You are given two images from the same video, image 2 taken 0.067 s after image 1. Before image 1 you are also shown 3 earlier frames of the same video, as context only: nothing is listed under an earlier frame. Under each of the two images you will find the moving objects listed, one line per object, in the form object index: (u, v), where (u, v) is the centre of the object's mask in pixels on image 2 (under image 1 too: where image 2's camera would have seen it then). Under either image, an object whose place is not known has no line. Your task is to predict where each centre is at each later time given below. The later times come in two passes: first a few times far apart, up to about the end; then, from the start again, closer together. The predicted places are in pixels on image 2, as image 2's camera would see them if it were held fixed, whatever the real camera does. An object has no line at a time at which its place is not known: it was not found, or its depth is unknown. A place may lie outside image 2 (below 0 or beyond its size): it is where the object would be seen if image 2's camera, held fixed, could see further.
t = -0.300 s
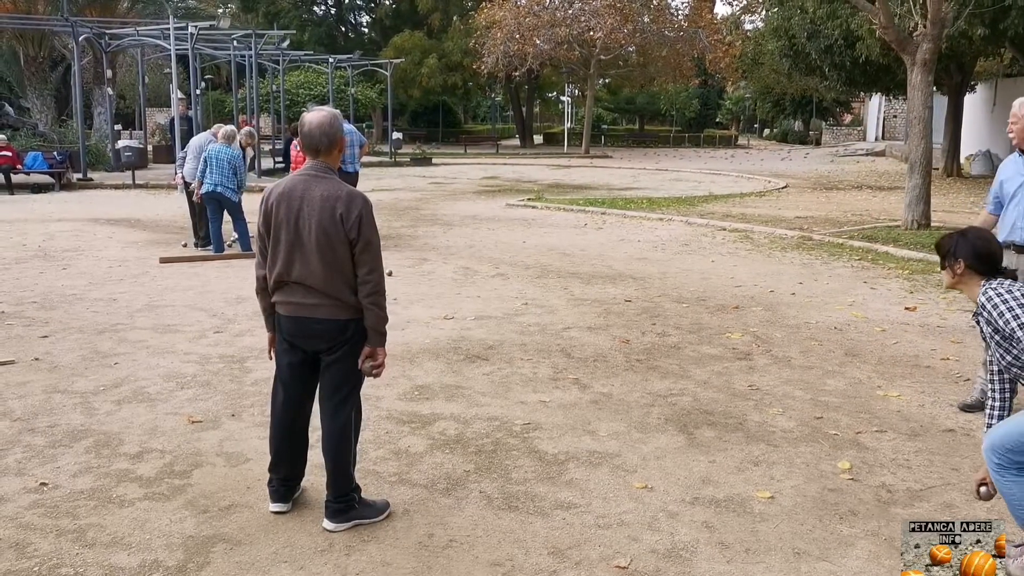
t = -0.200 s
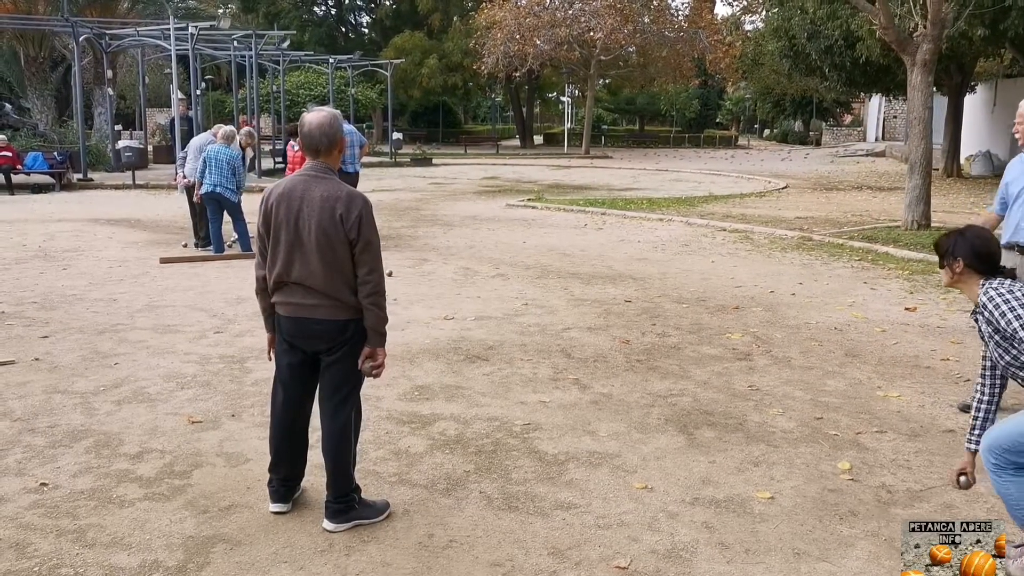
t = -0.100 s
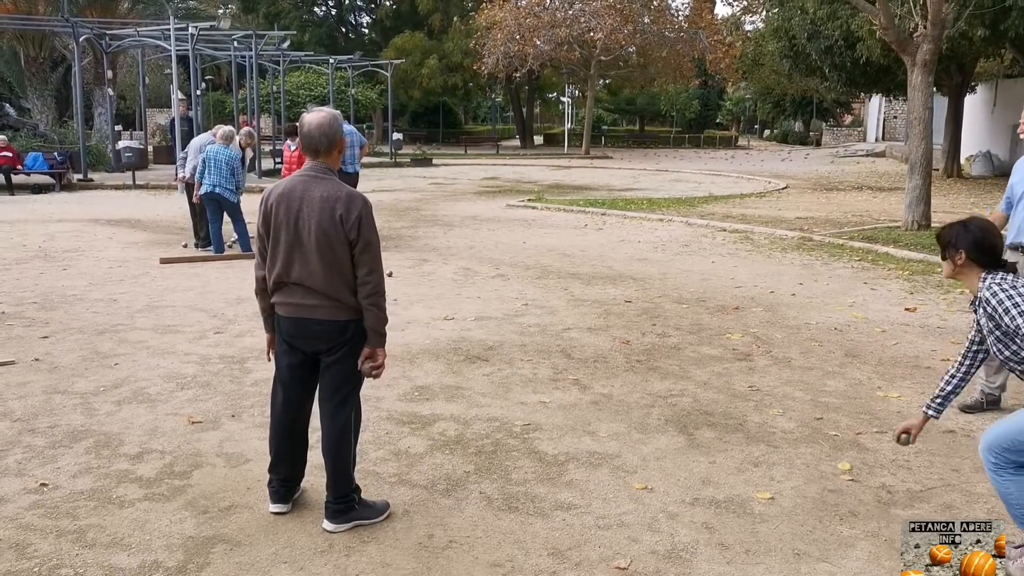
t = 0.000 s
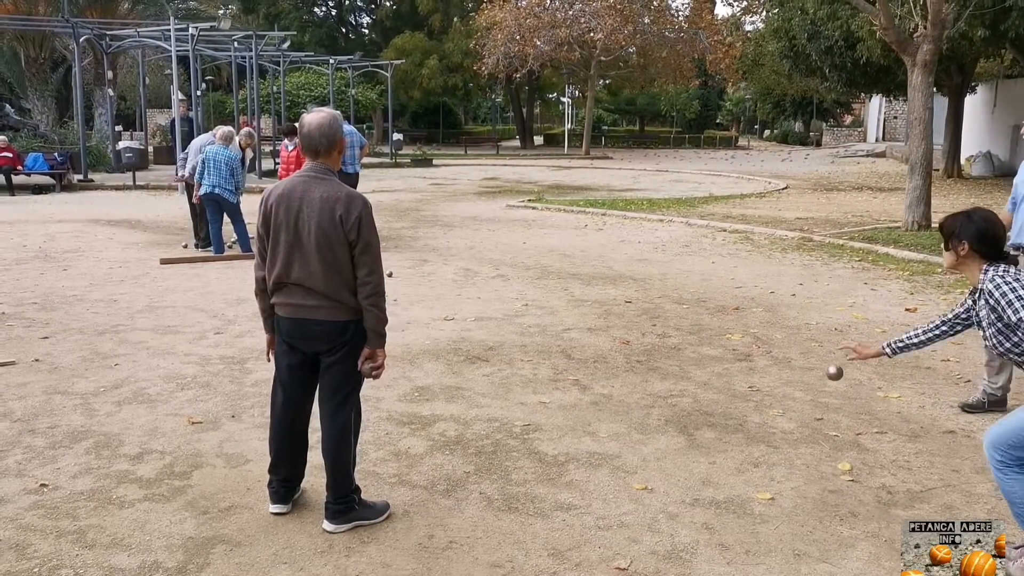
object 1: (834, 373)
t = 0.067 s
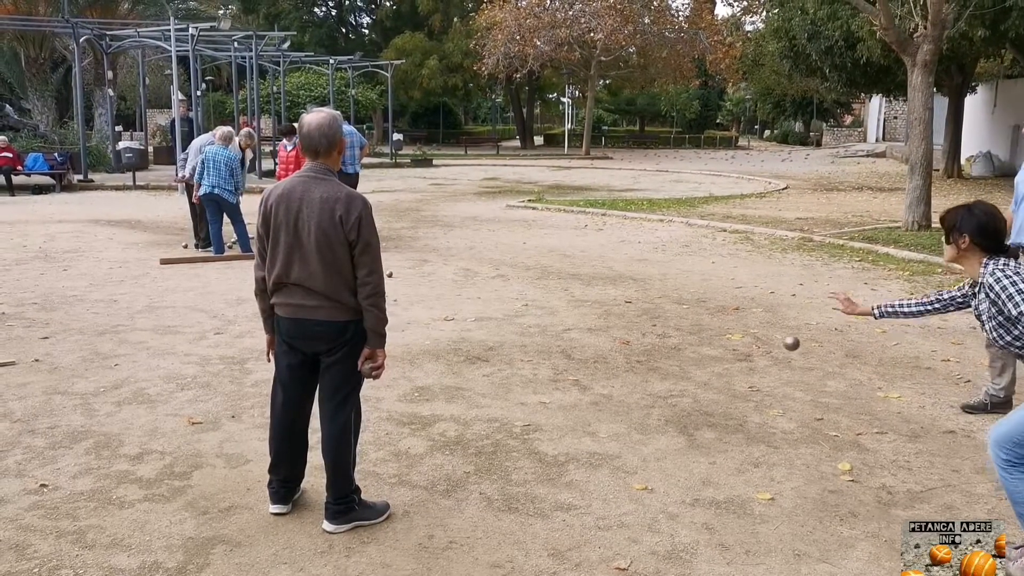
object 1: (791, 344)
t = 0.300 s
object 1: (663, 320)
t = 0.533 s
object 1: (566, 382)
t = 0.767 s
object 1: (523, 362)
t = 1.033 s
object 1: (486, 349)
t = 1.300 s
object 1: (457, 337)
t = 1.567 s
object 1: (433, 326)
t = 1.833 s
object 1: (413, 319)
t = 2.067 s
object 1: (399, 313)
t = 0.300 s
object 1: (663, 320)
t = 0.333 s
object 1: (647, 324)
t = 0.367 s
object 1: (632, 331)
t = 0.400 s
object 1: (617, 339)
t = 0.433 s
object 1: (603, 349)
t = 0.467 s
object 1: (590, 360)
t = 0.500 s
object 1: (576, 372)
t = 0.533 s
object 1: (566, 382)
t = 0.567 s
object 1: (559, 374)
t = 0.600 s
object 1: (552, 371)
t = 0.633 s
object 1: (546, 368)
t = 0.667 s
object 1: (540, 367)
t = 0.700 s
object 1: (534, 368)
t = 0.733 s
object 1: (528, 365)
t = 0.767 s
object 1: (523, 362)
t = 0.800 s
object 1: (518, 361)
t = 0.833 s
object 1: (513, 361)
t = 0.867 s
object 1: (508, 358)
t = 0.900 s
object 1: (503, 357)
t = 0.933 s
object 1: (499, 354)
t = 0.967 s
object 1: (494, 353)
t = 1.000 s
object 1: (490, 351)
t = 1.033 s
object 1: (486, 349)
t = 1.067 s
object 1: (482, 347)
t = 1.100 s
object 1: (478, 346)
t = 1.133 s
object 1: (474, 345)
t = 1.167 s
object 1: (470, 343)
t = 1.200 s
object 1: (467, 342)
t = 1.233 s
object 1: (464, 340)
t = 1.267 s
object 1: (460, 338)
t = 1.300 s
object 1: (457, 337)
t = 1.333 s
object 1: (454, 335)
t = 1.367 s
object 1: (450, 333)
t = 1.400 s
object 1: (448, 332)
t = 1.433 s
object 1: (445, 331)
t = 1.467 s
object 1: (442, 329)
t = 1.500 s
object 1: (438, 328)
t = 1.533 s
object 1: (435, 327)
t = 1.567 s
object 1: (433, 326)
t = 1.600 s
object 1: (430, 324)
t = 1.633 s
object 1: (427, 324)
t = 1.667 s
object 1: (424, 323)
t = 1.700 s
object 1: (422, 321)
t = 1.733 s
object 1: (419, 321)
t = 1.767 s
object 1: (417, 320)
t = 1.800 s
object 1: (414, 319)
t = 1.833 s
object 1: (413, 319)
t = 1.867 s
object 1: (410, 317)
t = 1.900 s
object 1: (409, 317)
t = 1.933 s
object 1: (407, 316)
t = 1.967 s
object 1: (405, 315)
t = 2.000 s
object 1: (403, 315)
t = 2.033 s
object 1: (401, 314)
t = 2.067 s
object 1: (399, 313)
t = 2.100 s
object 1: (398, 312)
